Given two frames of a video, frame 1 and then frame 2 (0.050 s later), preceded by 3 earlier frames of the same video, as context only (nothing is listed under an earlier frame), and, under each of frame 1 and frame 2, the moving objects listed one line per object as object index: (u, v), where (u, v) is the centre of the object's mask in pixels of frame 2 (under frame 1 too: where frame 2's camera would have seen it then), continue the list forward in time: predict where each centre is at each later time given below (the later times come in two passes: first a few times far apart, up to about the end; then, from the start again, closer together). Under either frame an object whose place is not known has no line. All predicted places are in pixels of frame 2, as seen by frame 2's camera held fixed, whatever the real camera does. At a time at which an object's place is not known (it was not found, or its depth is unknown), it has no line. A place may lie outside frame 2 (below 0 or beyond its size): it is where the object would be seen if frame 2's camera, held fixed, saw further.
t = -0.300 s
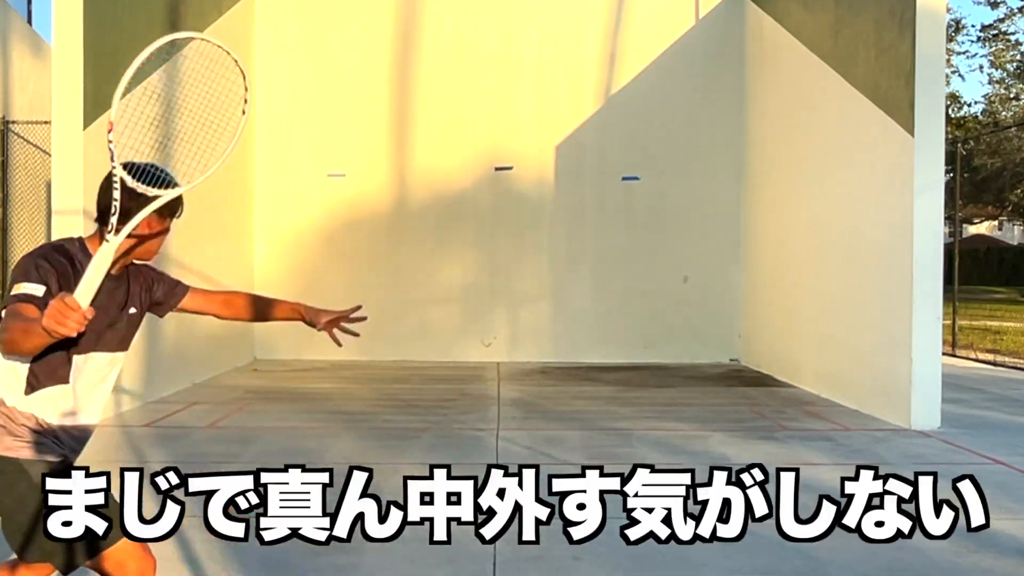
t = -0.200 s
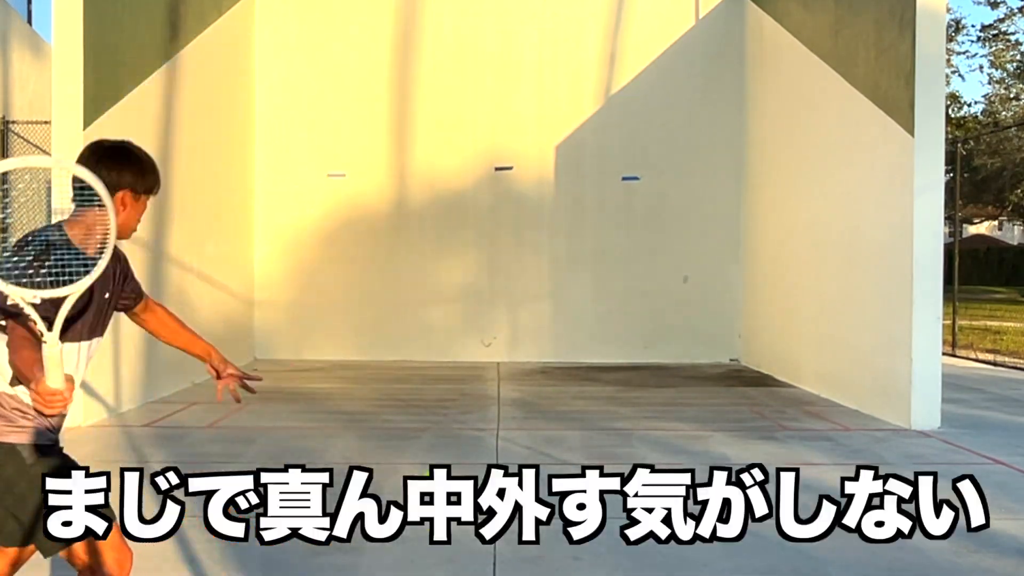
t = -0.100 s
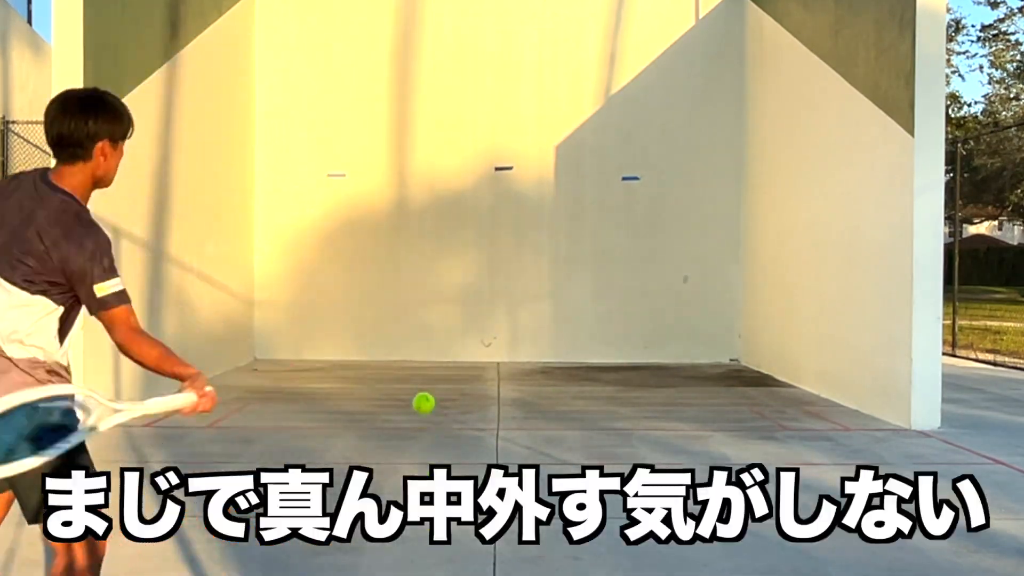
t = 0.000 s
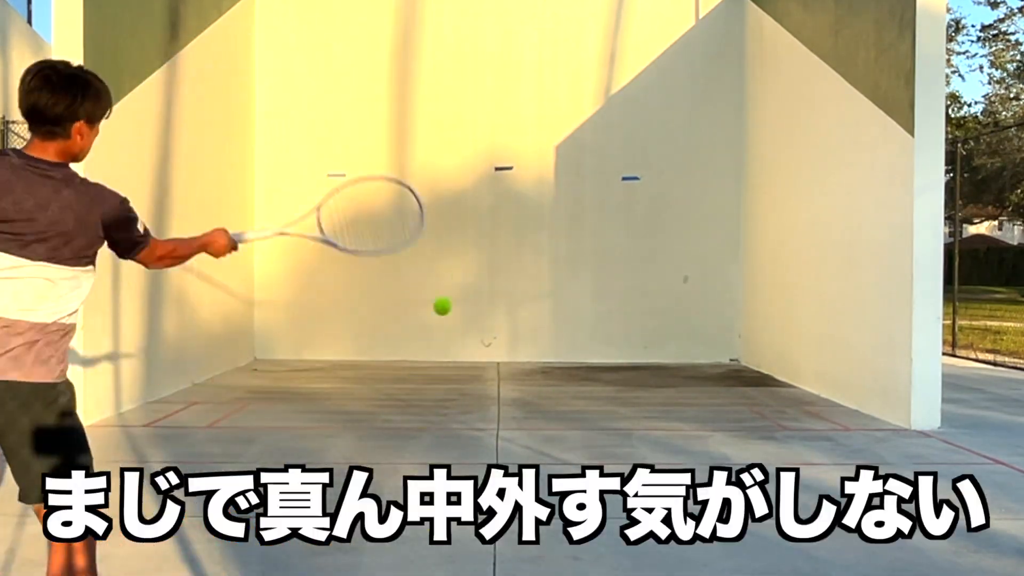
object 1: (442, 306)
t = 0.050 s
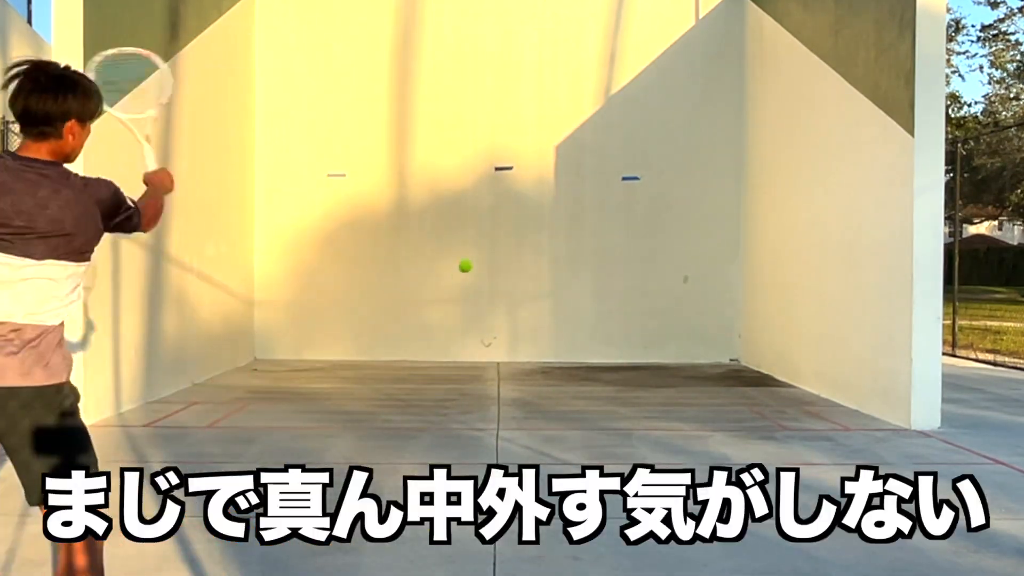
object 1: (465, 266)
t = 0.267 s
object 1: (495, 243)
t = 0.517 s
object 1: (492, 255)
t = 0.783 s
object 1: (472, 324)
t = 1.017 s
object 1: (445, 436)
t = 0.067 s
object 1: (469, 259)
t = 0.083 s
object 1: (474, 252)
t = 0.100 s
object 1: (477, 249)
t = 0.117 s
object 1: (480, 245)
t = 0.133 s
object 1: (483, 243)
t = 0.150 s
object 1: (485, 242)
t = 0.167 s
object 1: (487, 241)
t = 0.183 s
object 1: (489, 240)
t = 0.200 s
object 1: (490, 240)
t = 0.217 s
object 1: (492, 241)
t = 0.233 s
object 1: (493, 242)
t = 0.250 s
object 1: (494, 242)
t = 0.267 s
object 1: (495, 243)
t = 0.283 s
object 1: (496, 244)
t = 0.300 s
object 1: (496, 247)
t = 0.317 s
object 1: (498, 248)
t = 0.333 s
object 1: (498, 251)
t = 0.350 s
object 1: (499, 253)
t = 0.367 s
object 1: (499, 254)
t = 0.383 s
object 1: (499, 253)
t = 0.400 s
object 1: (498, 253)
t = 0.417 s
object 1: (497, 252)
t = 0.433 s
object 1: (496, 252)
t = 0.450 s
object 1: (495, 252)
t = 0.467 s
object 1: (494, 252)
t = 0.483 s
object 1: (494, 253)
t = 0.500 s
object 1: (493, 254)
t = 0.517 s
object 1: (492, 255)
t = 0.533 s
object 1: (491, 256)
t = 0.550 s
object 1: (490, 258)
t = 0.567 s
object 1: (489, 260)
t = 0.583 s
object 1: (488, 263)
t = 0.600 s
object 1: (487, 265)
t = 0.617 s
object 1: (486, 268)
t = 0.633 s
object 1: (485, 272)
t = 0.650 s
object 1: (484, 276)
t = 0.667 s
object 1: (482, 280)
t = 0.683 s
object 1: (481, 285)
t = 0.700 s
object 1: (480, 290)
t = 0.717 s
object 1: (478, 296)
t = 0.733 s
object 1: (477, 303)
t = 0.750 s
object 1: (475, 309)
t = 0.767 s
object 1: (474, 317)
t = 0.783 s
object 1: (472, 324)
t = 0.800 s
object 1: (470, 334)
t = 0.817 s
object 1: (468, 343)
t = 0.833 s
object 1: (466, 354)
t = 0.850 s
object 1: (464, 364)
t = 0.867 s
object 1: (462, 376)
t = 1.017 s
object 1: (445, 436)
